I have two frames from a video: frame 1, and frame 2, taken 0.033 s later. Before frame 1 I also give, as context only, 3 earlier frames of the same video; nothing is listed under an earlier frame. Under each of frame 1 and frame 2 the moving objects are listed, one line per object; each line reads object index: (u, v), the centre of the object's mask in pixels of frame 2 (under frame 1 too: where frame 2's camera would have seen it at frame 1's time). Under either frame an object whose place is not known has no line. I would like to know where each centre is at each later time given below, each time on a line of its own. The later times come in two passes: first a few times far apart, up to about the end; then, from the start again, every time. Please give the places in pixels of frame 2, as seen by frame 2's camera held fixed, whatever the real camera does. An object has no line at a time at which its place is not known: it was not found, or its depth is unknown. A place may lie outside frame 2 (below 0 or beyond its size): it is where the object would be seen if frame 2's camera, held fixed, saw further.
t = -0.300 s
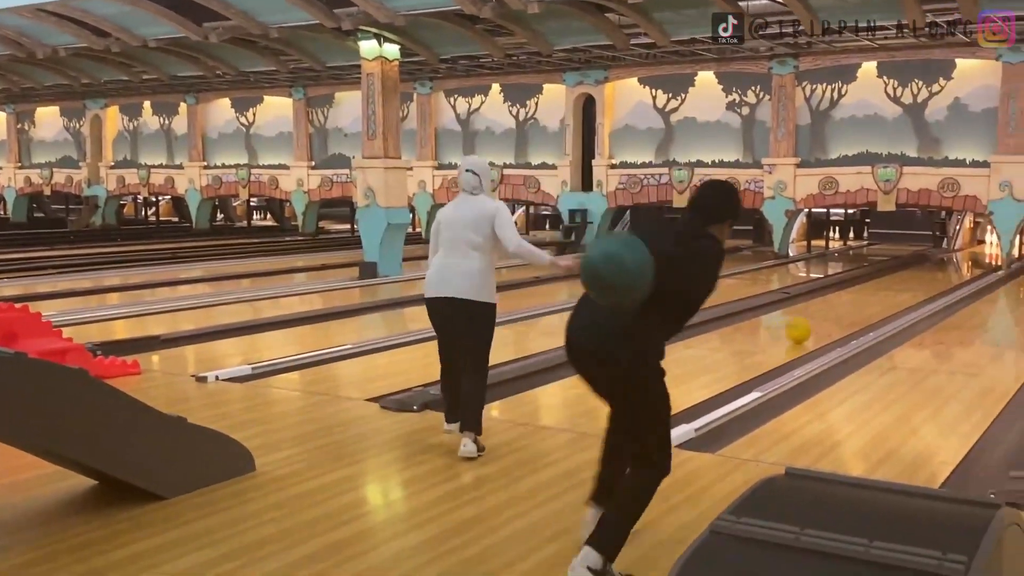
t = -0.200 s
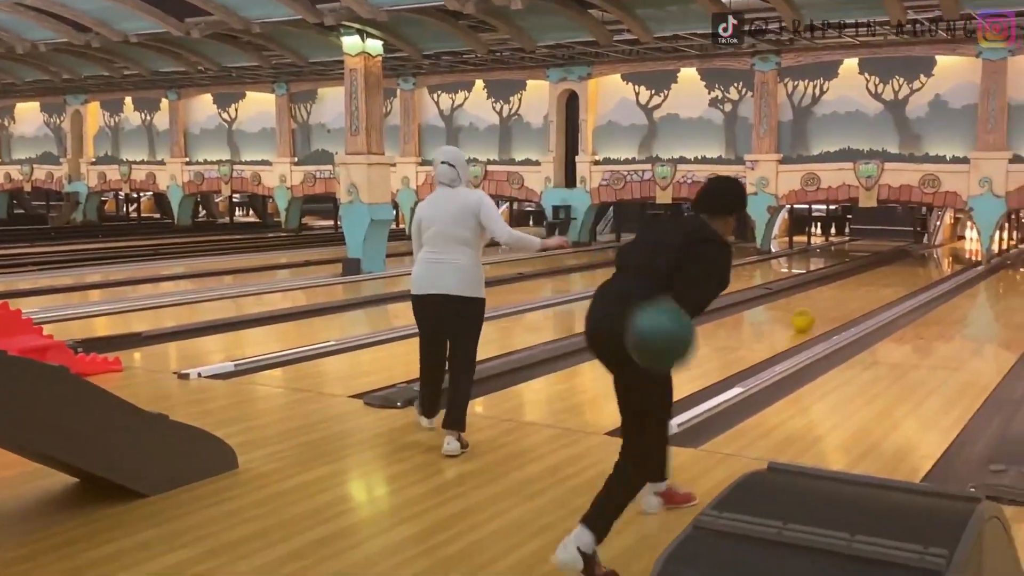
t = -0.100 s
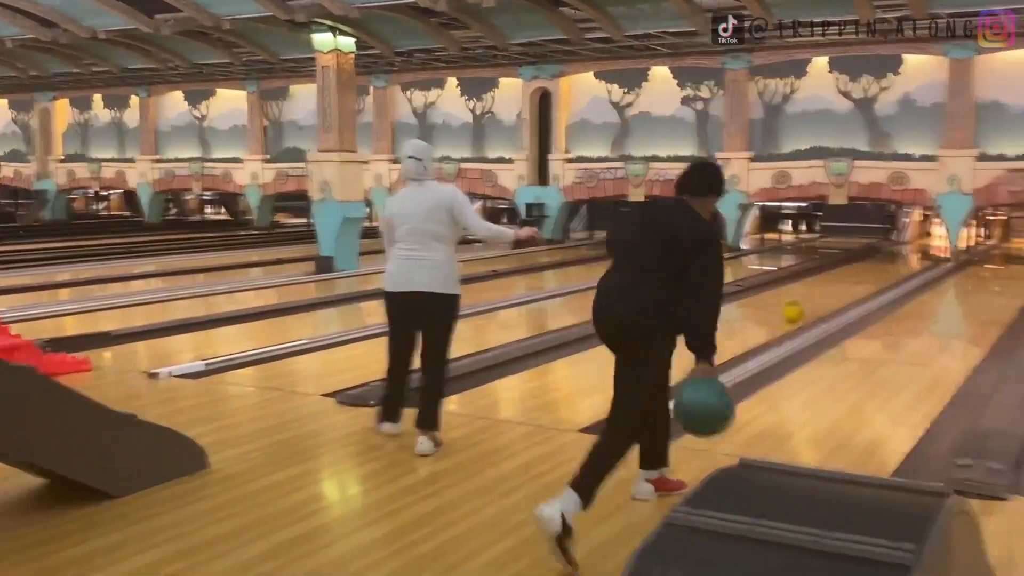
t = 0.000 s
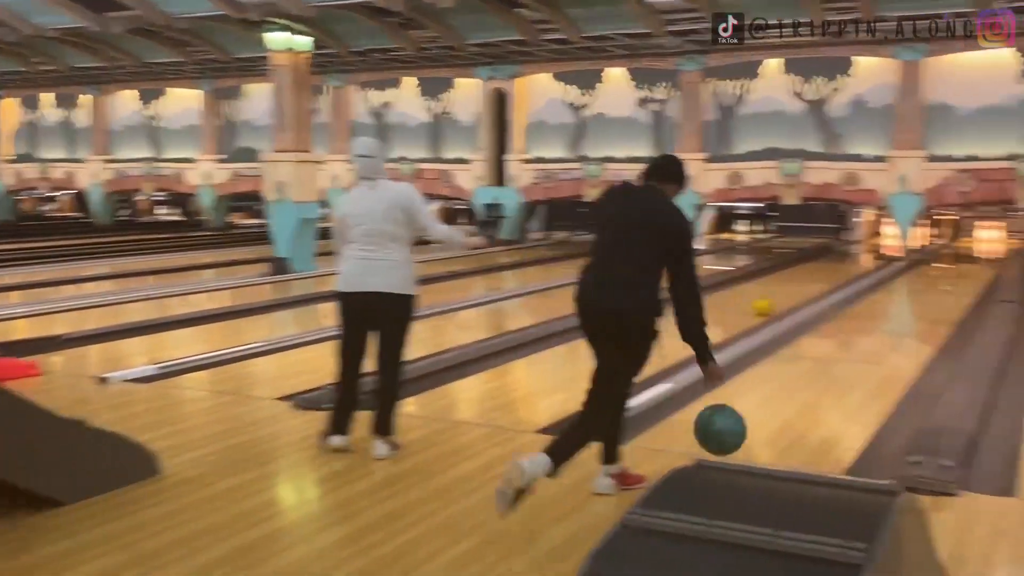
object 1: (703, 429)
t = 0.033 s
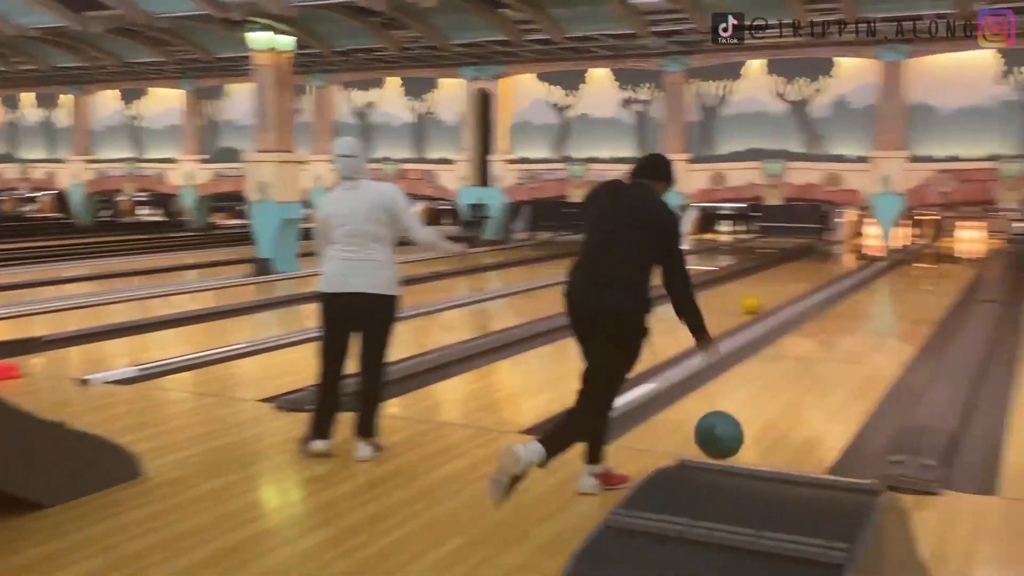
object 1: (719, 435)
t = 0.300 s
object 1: (803, 379)
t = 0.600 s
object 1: (853, 330)
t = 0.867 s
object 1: (880, 303)
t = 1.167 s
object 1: (901, 283)
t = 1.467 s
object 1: (914, 269)
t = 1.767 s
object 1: (926, 259)
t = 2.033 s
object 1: (933, 256)
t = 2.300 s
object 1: (939, 249)
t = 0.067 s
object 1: (733, 442)
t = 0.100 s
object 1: (746, 433)
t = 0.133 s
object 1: (758, 419)
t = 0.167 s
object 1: (768, 407)
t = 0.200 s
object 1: (778, 399)
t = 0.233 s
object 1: (787, 394)
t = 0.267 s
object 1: (795, 387)
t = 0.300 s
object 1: (803, 379)
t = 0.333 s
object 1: (810, 372)
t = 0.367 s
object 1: (817, 365)
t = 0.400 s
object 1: (823, 359)
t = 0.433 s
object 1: (829, 353)
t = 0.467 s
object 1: (834, 349)
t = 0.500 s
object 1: (839, 343)
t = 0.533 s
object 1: (844, 338)
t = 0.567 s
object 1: (849, 334)
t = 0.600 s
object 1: (853, 330)
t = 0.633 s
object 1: (857, 326)
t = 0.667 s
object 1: (861, 322)
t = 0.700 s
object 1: (864, 319)
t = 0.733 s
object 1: (867, 315)
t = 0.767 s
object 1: (871, 312)
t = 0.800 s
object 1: (874, 309)
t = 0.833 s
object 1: (876, 306)
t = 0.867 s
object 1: (880, 303)
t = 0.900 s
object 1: (882, 301)
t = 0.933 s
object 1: (885, 298)
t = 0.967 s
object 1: (887, 296)
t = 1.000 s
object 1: (889, 293)
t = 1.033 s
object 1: (892, 291)
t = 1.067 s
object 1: (894, 289)
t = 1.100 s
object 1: (896, 287)
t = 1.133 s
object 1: (898, 285)
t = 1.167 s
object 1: (901, 283)
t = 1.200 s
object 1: (902, 281)
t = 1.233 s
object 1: (904, 280)
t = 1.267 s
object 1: (905, 279)
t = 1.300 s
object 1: (908, 276)
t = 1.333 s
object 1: (909, 274)
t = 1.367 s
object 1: (910, 273)
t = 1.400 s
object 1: (912, 271)
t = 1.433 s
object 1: (913, 270)
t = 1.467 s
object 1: (914, 269)
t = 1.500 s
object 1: (915, 268)
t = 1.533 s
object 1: (917, 267)
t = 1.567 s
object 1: (918, 267)
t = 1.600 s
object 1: (921, 263)
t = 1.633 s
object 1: (921, 263)
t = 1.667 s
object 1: (922, 261)
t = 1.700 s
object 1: (924, 260)
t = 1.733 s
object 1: (926, 259)
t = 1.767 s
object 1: (926, 259)
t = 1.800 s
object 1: (926, 258)
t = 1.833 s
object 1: (927, 257)
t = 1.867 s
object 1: (930, 257)
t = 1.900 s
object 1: (929, 256)
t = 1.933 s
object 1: (930, 256)
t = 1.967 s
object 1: (931, 257)
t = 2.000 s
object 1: (933, 255)
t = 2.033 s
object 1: (933, 256)
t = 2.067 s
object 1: (935, 254)
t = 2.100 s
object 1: (937, 254)
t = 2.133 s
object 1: (937, 251)
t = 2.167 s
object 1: (938, 251)
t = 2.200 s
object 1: (938, 250)
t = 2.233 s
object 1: (939, 249)
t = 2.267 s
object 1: (940, 249)
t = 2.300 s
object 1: (939, 249)
